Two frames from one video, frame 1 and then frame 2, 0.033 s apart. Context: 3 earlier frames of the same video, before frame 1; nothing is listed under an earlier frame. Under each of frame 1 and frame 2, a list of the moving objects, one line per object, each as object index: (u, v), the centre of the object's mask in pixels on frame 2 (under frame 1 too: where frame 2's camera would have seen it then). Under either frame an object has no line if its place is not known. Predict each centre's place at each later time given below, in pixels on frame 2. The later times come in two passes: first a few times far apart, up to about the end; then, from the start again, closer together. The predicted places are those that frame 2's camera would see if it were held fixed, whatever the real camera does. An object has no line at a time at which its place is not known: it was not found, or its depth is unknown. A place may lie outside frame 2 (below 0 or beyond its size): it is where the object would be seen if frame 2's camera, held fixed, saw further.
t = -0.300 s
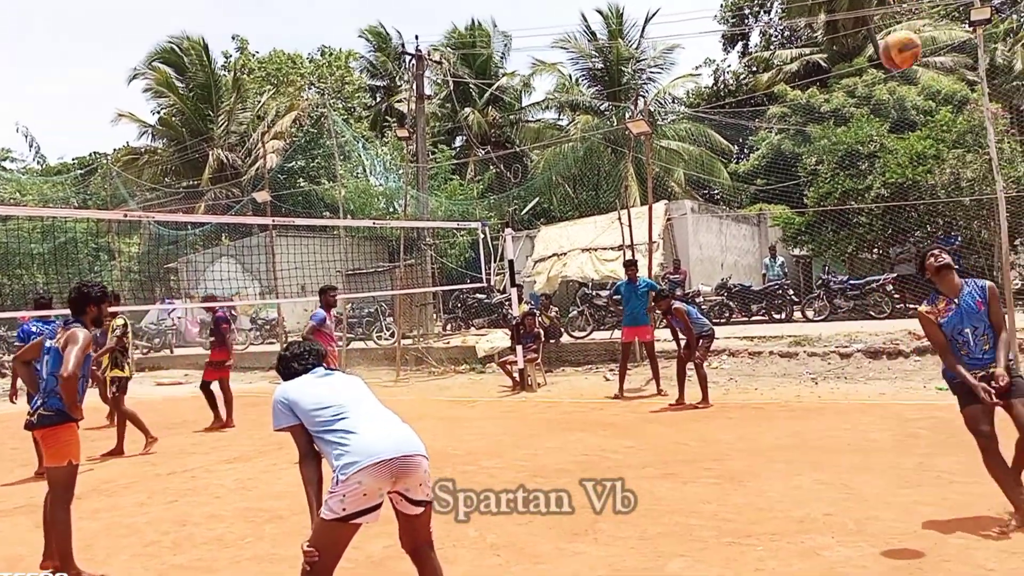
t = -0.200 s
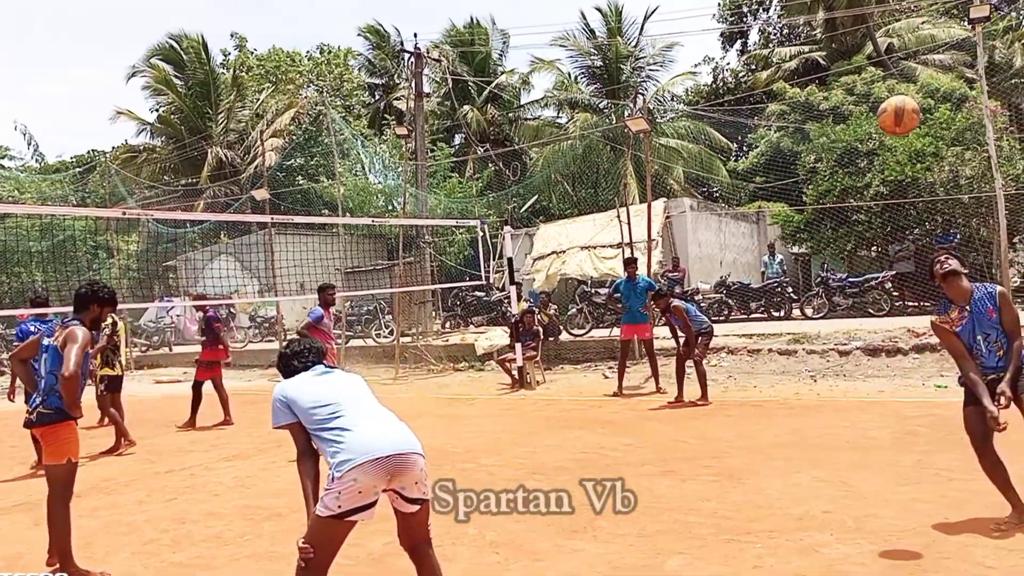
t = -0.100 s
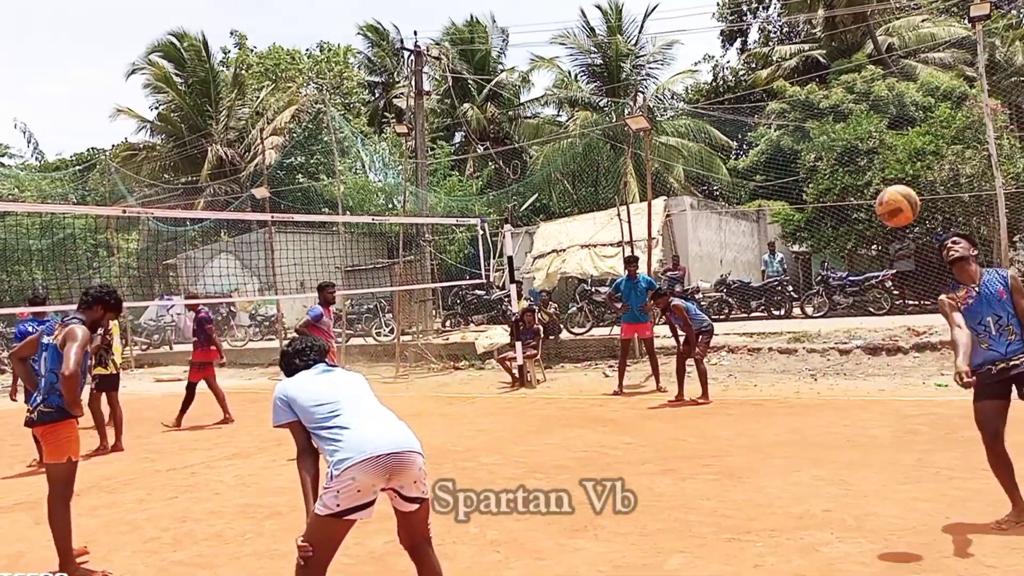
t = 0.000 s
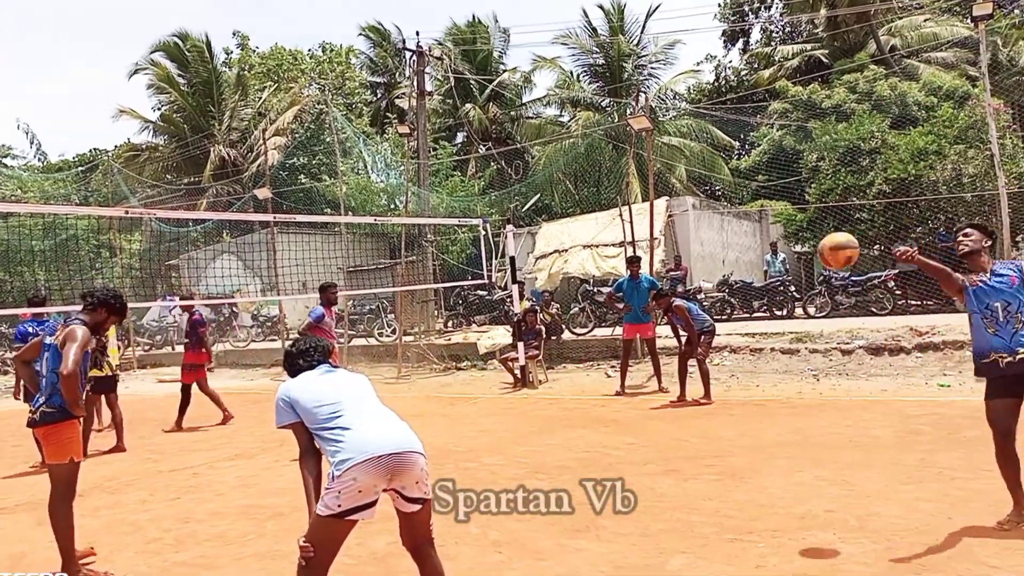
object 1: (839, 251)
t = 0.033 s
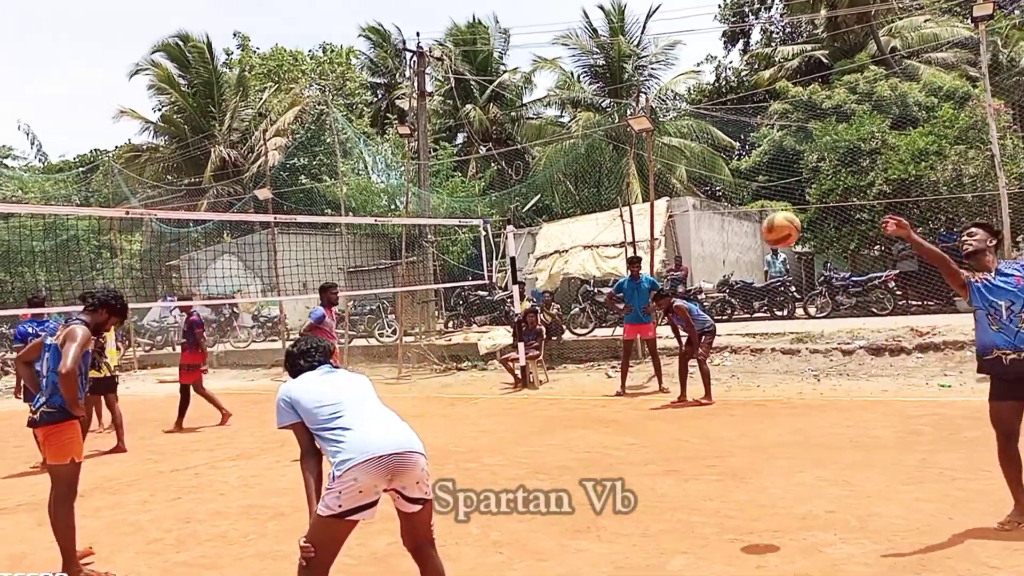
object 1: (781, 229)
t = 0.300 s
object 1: (441, 163)
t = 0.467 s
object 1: (300, 185)
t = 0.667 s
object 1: (174, 249)
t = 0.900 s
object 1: (133, 273)
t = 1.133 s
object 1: (161, 310)
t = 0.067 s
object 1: (727, 212)
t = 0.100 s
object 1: (679, 197)
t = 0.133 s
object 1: (633, 186)
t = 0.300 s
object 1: (441, 163)
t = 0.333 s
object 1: (410, 165)
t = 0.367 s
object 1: (380, 168)
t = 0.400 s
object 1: (352, 172)
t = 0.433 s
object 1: (325, 178)
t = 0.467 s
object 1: (300, 185)
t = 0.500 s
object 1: (277, 194)
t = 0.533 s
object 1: (255, 203)
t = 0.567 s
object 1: (232, 213)
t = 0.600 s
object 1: (212, 225)
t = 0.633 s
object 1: (193, 236)
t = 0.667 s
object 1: (174, 249)
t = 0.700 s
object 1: (157, 263)
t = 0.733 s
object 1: (143, 271)
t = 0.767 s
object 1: (135, 271)
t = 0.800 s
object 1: (132, 271)
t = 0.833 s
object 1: (131, 271)
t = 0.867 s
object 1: (131, 271)
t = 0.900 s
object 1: (133, 273)
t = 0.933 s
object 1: (136, 274)
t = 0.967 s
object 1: (141, 278)
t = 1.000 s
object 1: (144, 281)
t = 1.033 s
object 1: (147, 287)
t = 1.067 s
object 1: (152, 292)
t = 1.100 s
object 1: (157, 300)
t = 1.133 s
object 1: (161, 310)
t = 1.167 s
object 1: (166, 320)
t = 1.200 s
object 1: (170, 331)
